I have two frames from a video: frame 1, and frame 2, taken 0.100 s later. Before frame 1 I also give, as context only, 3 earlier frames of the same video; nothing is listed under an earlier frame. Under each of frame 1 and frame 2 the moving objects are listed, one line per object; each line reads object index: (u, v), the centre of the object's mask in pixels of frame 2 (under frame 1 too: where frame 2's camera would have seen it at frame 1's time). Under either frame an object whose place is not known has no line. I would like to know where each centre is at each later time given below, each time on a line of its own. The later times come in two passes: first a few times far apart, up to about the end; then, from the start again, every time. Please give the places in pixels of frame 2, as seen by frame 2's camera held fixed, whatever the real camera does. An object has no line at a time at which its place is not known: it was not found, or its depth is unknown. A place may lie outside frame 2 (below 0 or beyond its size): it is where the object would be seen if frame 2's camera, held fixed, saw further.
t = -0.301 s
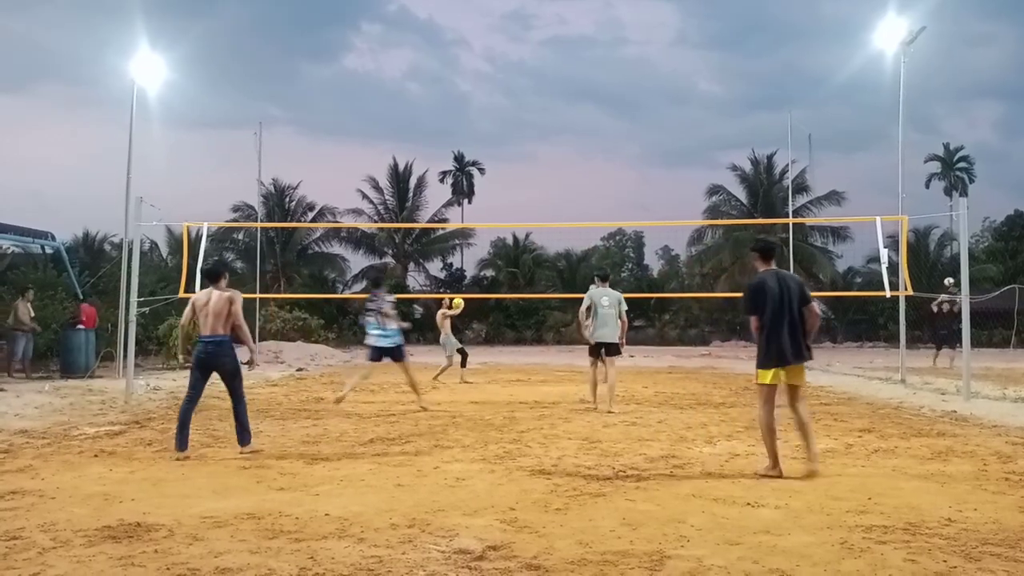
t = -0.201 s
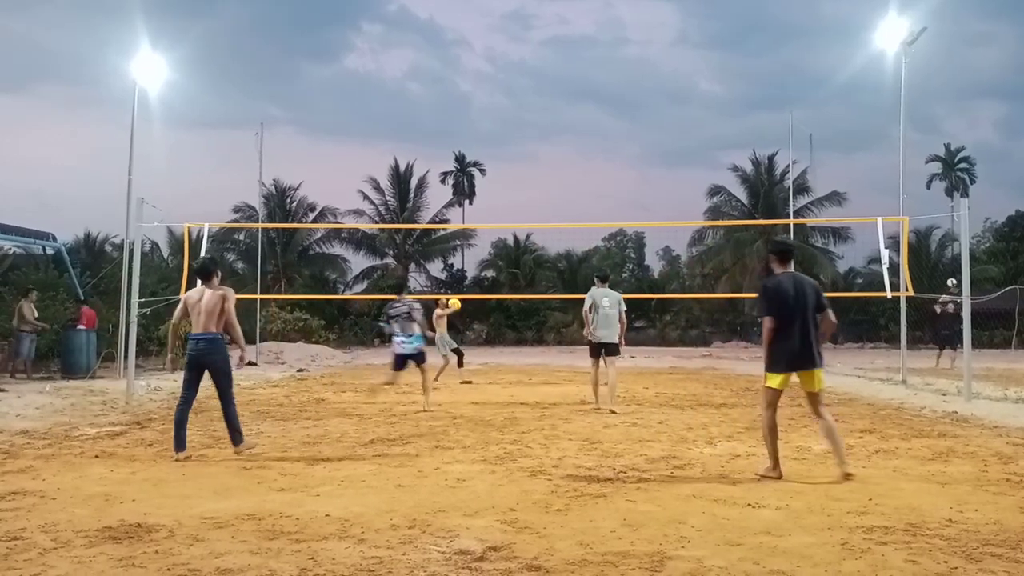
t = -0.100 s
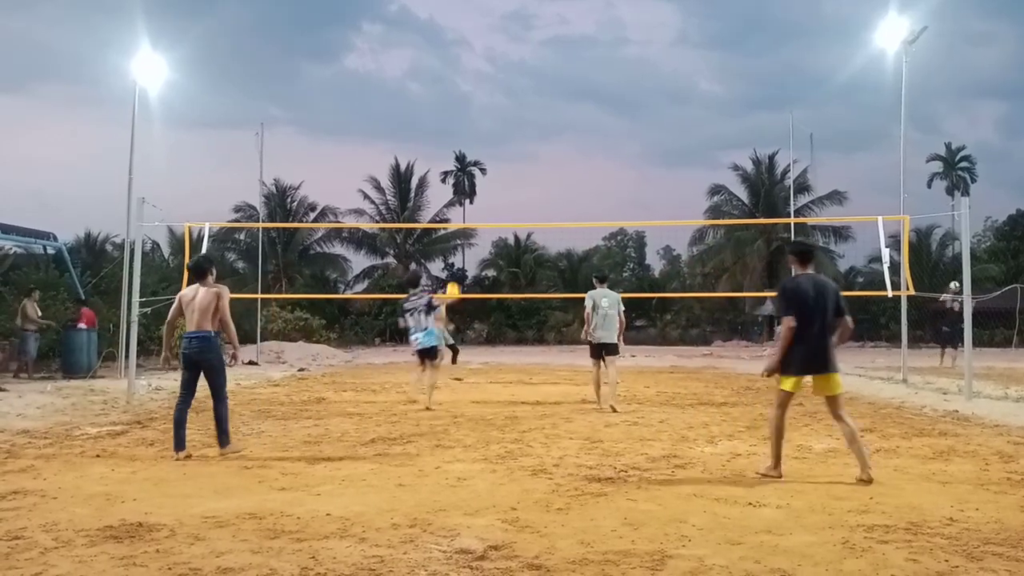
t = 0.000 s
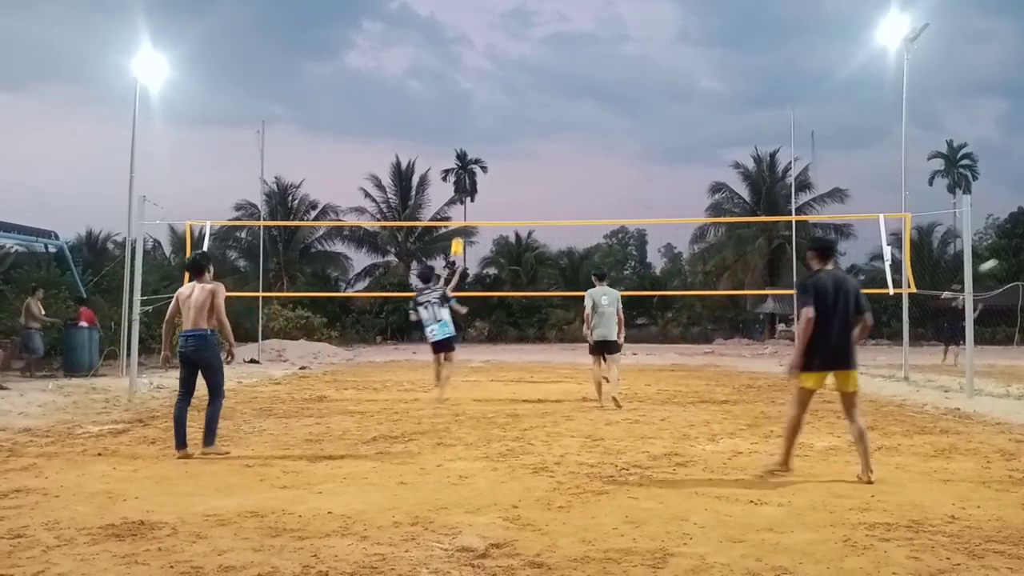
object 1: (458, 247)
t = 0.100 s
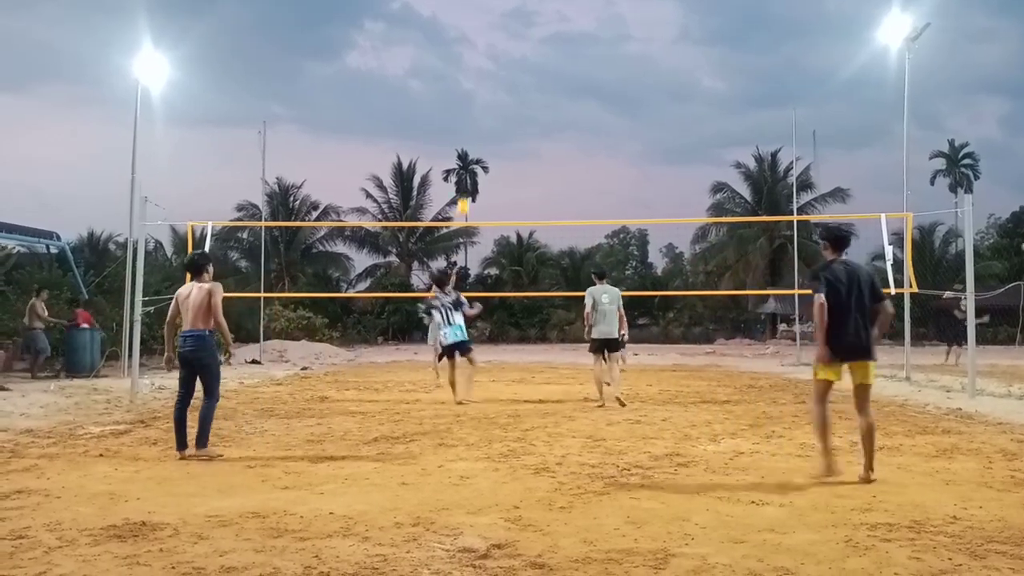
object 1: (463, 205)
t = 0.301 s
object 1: (473, 141)
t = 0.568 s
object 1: (488, 87)
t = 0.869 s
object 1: (506, 74)
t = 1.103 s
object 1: (522, 104)
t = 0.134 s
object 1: (464, 194)
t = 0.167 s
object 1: (466, 182)
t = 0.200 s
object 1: (467, 171)
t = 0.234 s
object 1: (469, 161)
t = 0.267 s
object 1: (471, 150)
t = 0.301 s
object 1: (473, 141)
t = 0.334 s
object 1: (475, 132)
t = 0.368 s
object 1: (476, 123)
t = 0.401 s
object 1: (478, 116)
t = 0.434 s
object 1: (480, 109)
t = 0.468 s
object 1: (482, 102)
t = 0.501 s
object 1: (484, 97)
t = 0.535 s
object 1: (486, 91)
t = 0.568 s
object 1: (488, 87)
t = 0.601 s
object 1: (490, 83)
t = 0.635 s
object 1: (492, 80)
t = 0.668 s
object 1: (494, 77)
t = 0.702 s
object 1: (496, 75)
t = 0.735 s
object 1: (498, 74)
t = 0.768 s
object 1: (501, 72)
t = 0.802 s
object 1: (503, 72)
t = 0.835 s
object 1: (504, 73)
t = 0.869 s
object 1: (506, 74)
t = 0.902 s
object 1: (509, 77)
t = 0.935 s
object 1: (511, 79)
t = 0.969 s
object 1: (513, 83)
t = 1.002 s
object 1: (515, 87)
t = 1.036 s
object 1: (518, 92)
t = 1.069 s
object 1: (520, 97)
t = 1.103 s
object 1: (522, 104)
